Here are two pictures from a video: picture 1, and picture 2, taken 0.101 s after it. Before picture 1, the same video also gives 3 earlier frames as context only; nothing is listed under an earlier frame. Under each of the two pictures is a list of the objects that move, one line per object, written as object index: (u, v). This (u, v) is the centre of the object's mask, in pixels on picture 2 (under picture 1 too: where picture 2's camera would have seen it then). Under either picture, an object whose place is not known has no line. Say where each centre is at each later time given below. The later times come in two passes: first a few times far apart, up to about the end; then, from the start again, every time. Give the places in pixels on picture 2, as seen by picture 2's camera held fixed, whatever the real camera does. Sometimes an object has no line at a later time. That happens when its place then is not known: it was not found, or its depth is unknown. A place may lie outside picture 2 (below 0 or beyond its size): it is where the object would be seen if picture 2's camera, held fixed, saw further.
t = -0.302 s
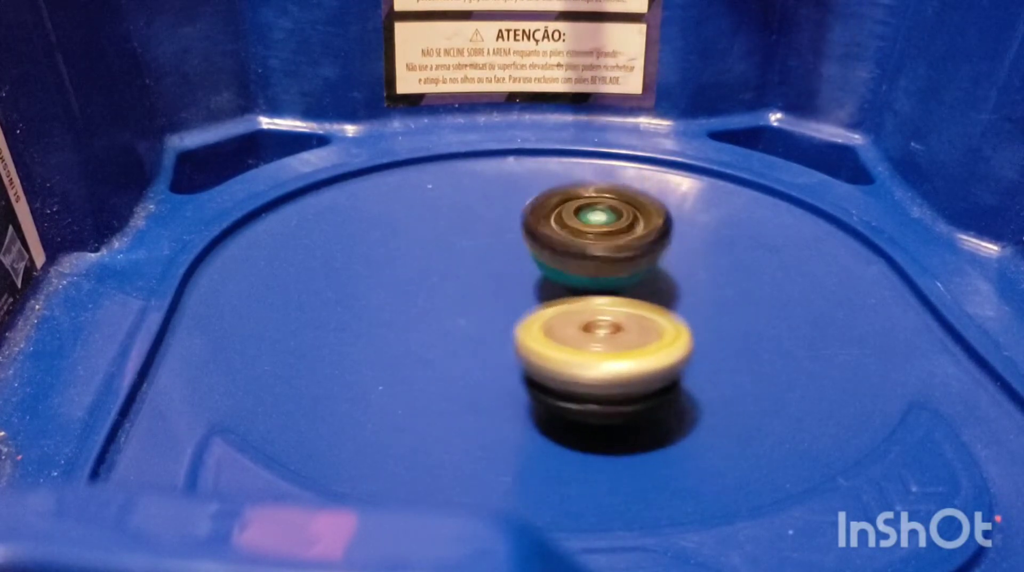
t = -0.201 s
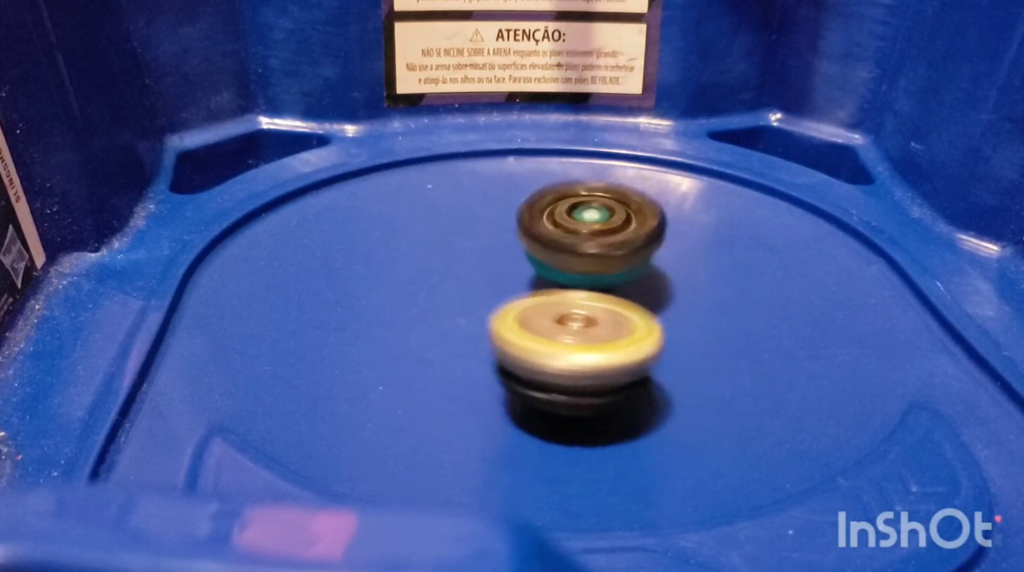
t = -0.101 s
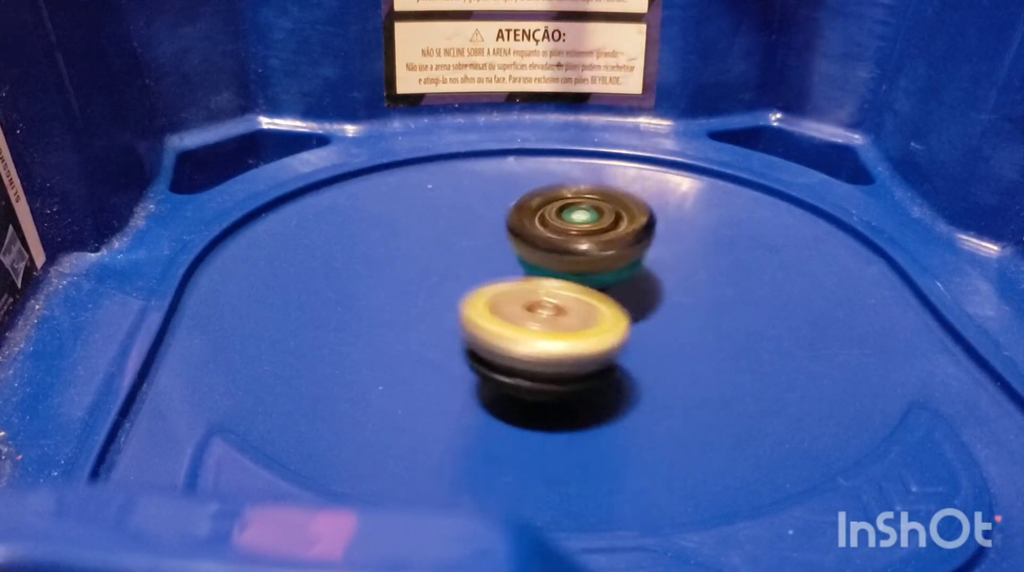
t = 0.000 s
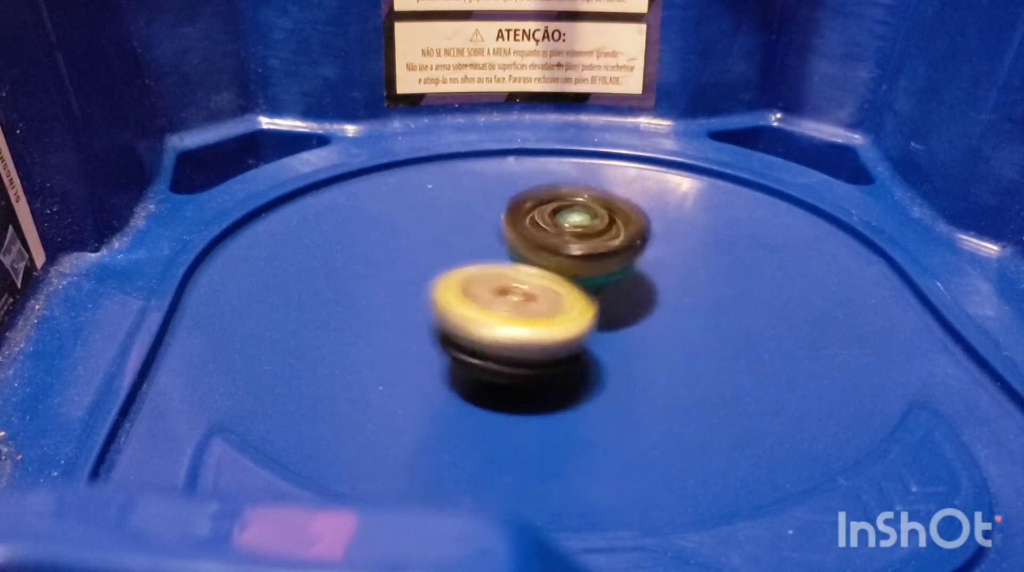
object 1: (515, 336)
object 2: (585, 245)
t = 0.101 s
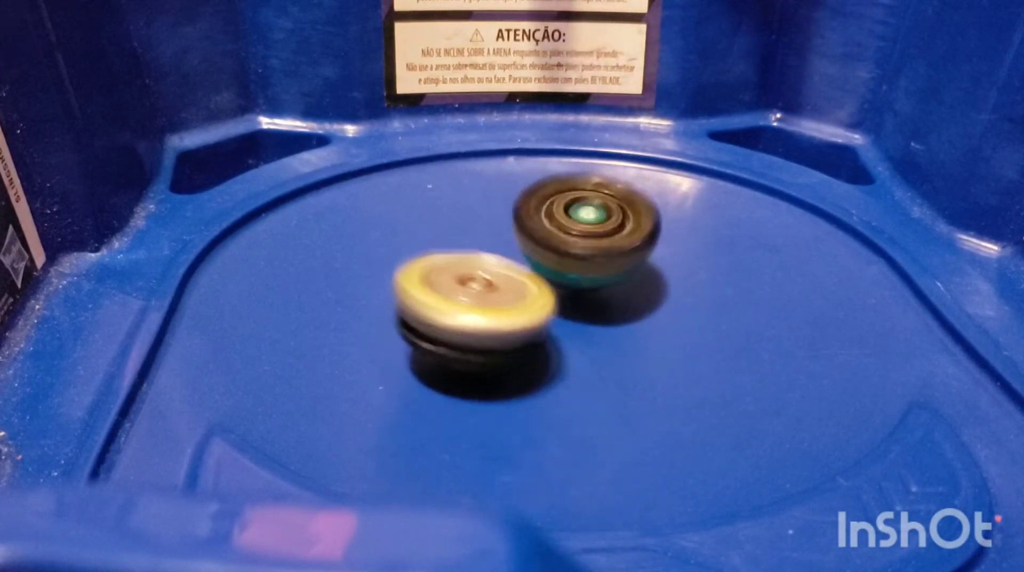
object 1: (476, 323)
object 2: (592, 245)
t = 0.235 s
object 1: (457, 297)
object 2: (599, 243)
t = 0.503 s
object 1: (446, 254)
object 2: (627, 259)
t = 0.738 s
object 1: (480, 232)
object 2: (615, 282)
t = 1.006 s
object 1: (532, 210)
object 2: (595, 311)
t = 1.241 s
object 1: (610, 234)
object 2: (556, 324)
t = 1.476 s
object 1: (655, 277)
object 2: (517, 335)
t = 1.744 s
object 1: (700, 311)
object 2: (504, 312)
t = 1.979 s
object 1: (671, 333)
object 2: (497, 319)
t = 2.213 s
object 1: (638, 339)
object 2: (479, 305)
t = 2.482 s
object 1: (620, 335)
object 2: (478, 249)
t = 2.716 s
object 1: (597, 330)
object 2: (499, 236)
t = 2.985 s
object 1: (549, 341)
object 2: (572, 220)
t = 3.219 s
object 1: (541, 339)
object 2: (586, 240)
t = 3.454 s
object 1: (527, 323)
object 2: (624, 251)
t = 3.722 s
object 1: (450, 314)
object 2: (639, 263)
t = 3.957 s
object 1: (444, 299)
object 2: (603, 281)
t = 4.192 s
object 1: (482, 280)
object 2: (637, 297)
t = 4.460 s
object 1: (456, 236)
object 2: (677, 321)
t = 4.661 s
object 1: (462, 225)
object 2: (668, 326)
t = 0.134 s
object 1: (470, 317)
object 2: (593, 244)
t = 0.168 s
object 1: (464, 310)
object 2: (595, 243)
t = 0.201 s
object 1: (460, 303)
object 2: (598, 243)
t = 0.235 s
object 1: (457, 297)
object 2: (599, 243)
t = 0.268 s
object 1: (455, 290)
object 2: (601, 243)
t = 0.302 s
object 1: (455, 284)
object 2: (601, 245)
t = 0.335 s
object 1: (455, 278)
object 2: (603, 247)
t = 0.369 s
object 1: (455, 273)
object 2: (603, 248)
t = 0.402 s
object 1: (447, 267)
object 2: (612, 250)
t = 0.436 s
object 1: (444, 263)
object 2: (621, 253)
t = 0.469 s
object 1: (444, 258)
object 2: (625, 256)
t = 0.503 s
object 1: (446, 254)
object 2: (627, 259)
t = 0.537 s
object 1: (449, 250)
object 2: (628, 262)
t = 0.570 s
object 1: (453, 245)
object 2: (630, 265)
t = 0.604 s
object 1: (457, 242)
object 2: (629, 270)
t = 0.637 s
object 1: (462, 239)
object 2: (627, 273)
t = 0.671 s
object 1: (468, 237)
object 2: (623, 277)
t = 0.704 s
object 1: (474, 234)
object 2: (620, 279)
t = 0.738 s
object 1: (480, 232)
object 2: (615, 282)
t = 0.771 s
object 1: (484, 228)
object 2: (614, 285)
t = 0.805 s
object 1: (488, 223)
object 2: (617, 292)
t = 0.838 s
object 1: (494, 221)
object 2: (618, 298)
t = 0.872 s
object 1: (501, 219)
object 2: (616, 301)
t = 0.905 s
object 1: (507, 216)
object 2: (610, 305)
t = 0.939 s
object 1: (514, 214)
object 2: (604, 307)
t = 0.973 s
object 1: (522, 212)
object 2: (599, 309)
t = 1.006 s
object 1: (532, 210)
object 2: (595, 311)
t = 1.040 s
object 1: (542, 208)
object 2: (590, 313)
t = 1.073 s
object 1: (554, 207)
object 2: (585, 316)
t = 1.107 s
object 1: (565, 210)
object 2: (581, 318)
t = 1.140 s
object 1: (574, 212)
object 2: (575, 321)
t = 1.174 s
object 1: (587, 217)
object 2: (568, 323)
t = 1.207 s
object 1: (600, 226)
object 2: (560, 324)
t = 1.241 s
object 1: (610, 234)
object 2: (556, 324)
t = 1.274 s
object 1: (620, 241)
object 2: (551, 324)
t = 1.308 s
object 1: (629, 247)
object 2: (539, 332)
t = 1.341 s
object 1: (636, 254)
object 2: (529, 334)
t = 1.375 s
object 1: (641, 260)
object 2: (521, 337)
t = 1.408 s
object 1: (646, 266)
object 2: (517, 337)
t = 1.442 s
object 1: (650, 271)
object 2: (515, 336)
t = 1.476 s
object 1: (655, 277)
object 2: (517, 335)
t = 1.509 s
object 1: (658, 282)
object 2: (517, 332)
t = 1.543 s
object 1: (662, 288)
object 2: (517, 329)
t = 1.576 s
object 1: (674, 291)
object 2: (506, 327)
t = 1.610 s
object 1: (684, 295)
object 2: (497, 326)
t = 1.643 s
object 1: (690, 299)
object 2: (492, 323)
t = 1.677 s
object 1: (694, 303)
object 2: (494, 320)
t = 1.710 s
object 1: (697, 307)
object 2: (498, 316)
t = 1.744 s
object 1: (700, 311)
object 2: (504, 312)
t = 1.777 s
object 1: (700, 315)
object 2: (511, 312)
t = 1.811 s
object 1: (699, 319)
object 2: (514, 311)
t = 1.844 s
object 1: (696, 323)
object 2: (513, 312)
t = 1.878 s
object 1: (692, 326)
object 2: (508, 313)
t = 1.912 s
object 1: (686, 329)
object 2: (504, 313)
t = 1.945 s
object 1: (679, 331)
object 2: (499, 317)
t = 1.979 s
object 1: (671, 333)
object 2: (497, 319)
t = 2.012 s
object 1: (662, 335)
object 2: (497, 321)
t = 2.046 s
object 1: (660, 336)
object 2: (489, 321)
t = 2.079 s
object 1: (661, 338)
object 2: (480, 321)
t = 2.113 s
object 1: (657, 339)
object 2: (476, 318)
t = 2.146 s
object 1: (652, 340)
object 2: (476, 315)
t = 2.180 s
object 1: (645, 340)
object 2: (477, 311)
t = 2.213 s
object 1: (638, 339)
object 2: (479, 305)
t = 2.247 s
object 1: (633, 339)
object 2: (480, 299)
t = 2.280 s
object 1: (628, 339)
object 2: (480, 293)
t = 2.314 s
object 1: (635, 342)
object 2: (478, 283)
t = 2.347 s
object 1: (638, 343)
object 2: (474, 274)
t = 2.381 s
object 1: (636, 342)
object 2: (471, 262)
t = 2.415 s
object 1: (631, 340)
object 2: (473, 257)
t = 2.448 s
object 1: (626, 337)
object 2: (475, 251)
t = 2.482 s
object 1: (620, 335)
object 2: (478, 249)
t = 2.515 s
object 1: (614, 331)
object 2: (478, 249)
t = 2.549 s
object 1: (607, 328)
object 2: (482, 249)
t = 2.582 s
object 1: (601, 325)
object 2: (486, 250)
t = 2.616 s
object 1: (603, 329)
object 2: (492, 244)
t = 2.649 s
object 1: (602, 332)
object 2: (493, 239)
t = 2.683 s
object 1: (599, 331)
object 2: (495, 237)
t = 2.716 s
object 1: (597, 330)
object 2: (499, 236)
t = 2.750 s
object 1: (594, 329)
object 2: (507, 233)
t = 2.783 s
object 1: (590, 327)
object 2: (515, 228)
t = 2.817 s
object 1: (585, 326)
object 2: (528, 220)
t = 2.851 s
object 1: (579, 326)
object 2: (543, 215)
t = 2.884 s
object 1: (571, 326)
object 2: (551, 215)
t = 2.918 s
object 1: (561, 333)
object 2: (565, 217)
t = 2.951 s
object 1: (552, 339)
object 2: (567, 217)
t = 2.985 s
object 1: (549, 341)
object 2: (572, 220)
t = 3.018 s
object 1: (548, 342)
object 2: (576, 222)
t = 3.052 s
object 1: (547, 343)
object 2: (580, 227)
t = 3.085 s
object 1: (546, 343)
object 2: (582, 231)
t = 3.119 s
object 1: (546, 343)
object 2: (580, 239)
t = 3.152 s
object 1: (544, 342)
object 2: (583, 239)
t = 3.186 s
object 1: (543, 340)
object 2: (586, 240)
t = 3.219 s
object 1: (541, 339)
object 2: (586, 240)
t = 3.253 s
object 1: (539, 337)
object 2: (591, 241)
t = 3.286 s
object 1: (537, 335)
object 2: (596, 242)
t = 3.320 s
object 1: (536, 333)
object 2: (612, 252)
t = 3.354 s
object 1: (535, 331)
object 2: (620, 248)
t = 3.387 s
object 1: (532, 329)
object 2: (623, 246)
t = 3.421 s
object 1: (530, 326)
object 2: (624, 249)
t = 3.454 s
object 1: (527, 323)
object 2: (624, 251)
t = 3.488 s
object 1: (520, 319)
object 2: (627, 254)
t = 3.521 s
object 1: (509, 317)
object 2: (631, 261)
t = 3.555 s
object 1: (490, 318)
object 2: (635, 264)
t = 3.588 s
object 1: (477, 318)
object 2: (643, 263)
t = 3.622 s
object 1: (470, 318)
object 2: (647, 260)
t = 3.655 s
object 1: (463, 317)
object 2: (649, 263)
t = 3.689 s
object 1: (456, 316)
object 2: (645, 261)
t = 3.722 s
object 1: (450, 314)
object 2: (639, 263)
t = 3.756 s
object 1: (445, 313)
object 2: (622, 267)
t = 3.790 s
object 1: (441, 311)
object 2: (617, 272)
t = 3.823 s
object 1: (439, 309)
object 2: (613, 278)
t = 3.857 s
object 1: (439, 307)
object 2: (609, 282)
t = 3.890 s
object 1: (440, 304)
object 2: (603, 285)
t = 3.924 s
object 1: (442, 301)
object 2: (601, 283)
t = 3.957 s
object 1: (444, 299)
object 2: (603, 281)
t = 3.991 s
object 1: (447, 295)
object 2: (608, 282)
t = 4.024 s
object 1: (452, 293)
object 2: (614, 284)
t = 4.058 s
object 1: (459, 291)
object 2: (622, 289)
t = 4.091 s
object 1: (466, 288)
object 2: (629, 292)
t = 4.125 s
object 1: (472, 286)
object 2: (633, 295)
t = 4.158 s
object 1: (476, 283)
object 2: (636, 297)
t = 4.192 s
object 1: (482, 280)
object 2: (637, 297)
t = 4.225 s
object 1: (488, 278)
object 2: (638, 297)
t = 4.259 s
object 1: (491, 275)
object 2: (643, 297)
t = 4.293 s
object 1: (499, 274)
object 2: (645, 297)
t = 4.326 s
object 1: (497, 267)
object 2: (650, 299)
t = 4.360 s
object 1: (482, 256)
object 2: (662, 310)
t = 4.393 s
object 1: (468, 246)
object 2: (670, 313)
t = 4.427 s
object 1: (460, 240)
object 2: (673, 316)
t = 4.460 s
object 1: (456, 236)
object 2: (677, 321)
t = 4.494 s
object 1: (455, 233)
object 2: (681, 323)
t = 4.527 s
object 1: (453, 230)
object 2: (680, 324)
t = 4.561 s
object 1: (453, 228)
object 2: (678, 325)
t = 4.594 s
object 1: (456, 226)
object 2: (675, 324)
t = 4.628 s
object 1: (459, 225)
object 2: (671, 325)
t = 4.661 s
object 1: (462, 225)
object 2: (668, 326)
